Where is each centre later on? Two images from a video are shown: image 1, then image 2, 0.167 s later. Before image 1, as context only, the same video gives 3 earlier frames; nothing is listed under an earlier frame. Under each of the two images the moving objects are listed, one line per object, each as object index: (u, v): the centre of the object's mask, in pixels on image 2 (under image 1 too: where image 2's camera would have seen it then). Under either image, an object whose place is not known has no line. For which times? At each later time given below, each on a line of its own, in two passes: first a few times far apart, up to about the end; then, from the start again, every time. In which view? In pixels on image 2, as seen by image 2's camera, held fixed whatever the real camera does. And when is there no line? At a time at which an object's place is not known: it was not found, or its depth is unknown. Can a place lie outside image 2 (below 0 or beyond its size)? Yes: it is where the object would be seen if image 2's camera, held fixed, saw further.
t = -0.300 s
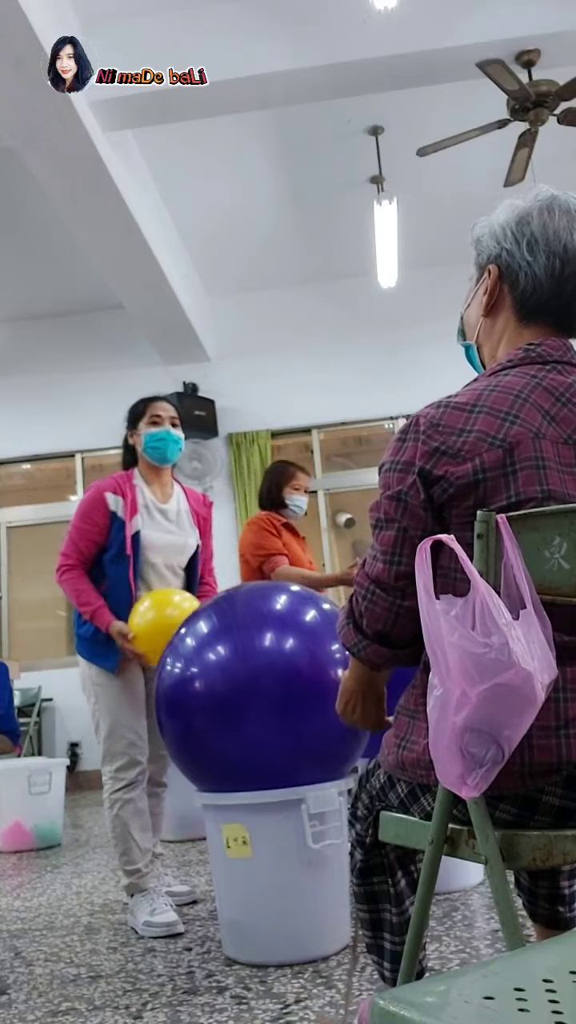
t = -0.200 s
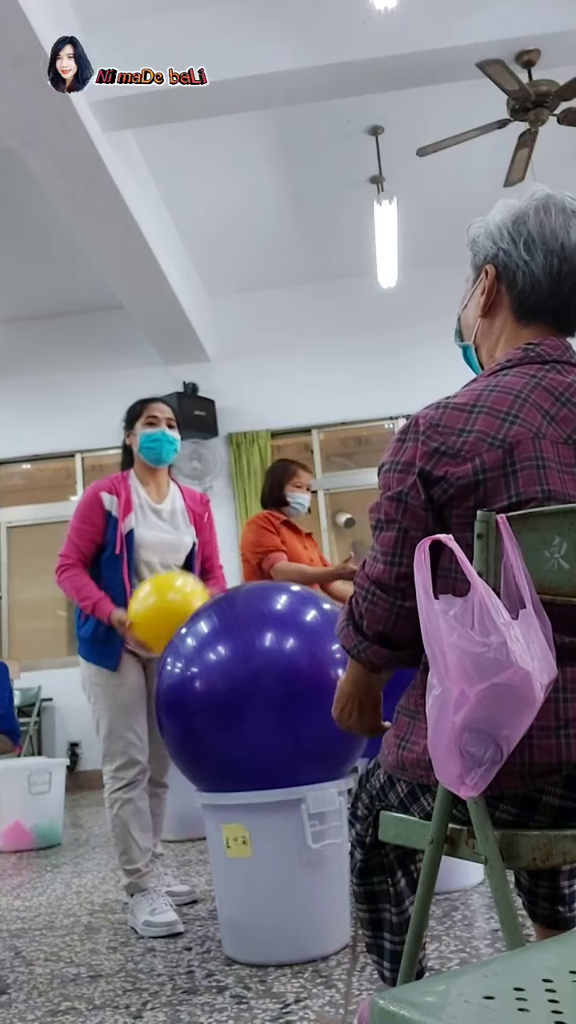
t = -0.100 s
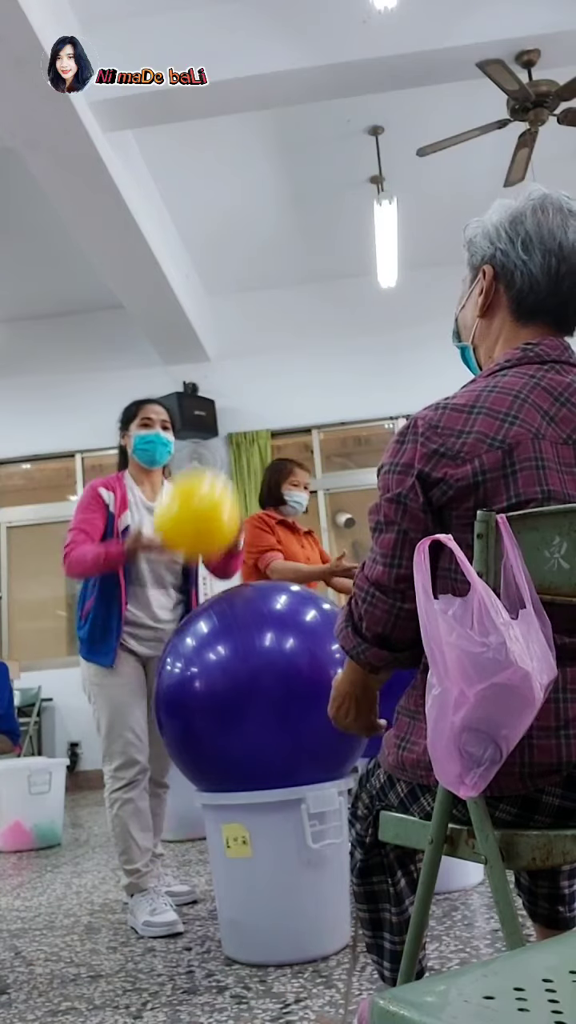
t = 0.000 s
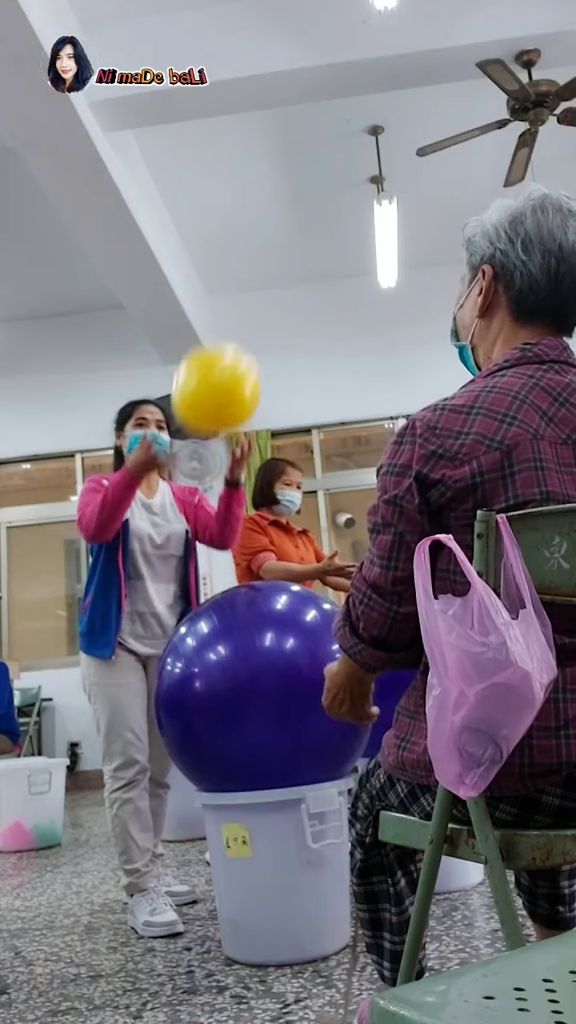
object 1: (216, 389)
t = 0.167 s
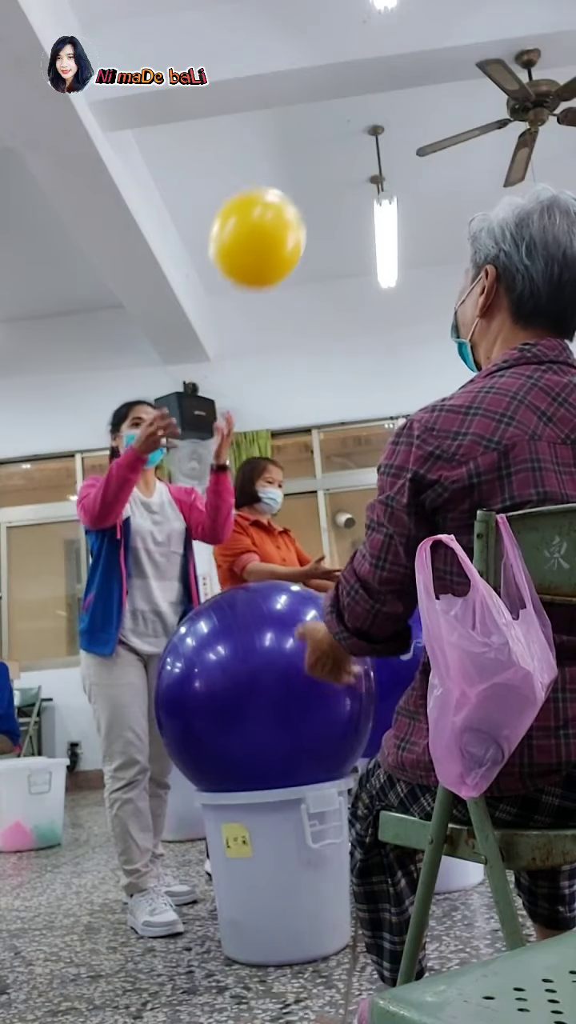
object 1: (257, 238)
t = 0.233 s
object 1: (276, 200)
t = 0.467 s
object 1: (362, 184)
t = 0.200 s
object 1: (267, 218)
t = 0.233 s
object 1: (276, 200)
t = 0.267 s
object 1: (287, 187)
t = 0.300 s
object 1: (298, 176)
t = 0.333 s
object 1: (309, 170)
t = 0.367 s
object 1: (320, 167)
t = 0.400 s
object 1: (334, 168)
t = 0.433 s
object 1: (347, 174)
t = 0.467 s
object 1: (362, 184)
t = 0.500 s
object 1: (378, 200)
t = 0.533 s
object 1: (395, 222)
